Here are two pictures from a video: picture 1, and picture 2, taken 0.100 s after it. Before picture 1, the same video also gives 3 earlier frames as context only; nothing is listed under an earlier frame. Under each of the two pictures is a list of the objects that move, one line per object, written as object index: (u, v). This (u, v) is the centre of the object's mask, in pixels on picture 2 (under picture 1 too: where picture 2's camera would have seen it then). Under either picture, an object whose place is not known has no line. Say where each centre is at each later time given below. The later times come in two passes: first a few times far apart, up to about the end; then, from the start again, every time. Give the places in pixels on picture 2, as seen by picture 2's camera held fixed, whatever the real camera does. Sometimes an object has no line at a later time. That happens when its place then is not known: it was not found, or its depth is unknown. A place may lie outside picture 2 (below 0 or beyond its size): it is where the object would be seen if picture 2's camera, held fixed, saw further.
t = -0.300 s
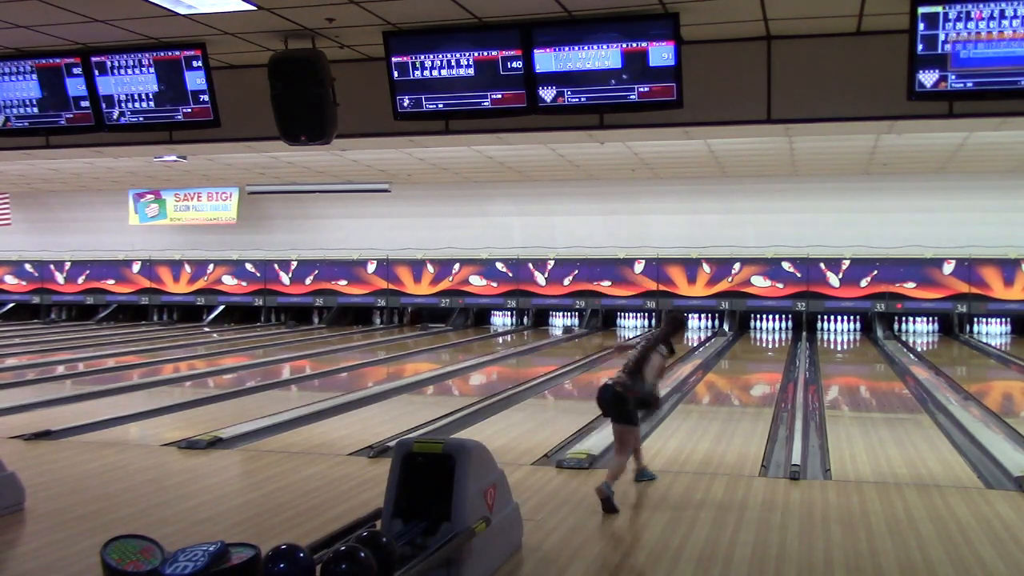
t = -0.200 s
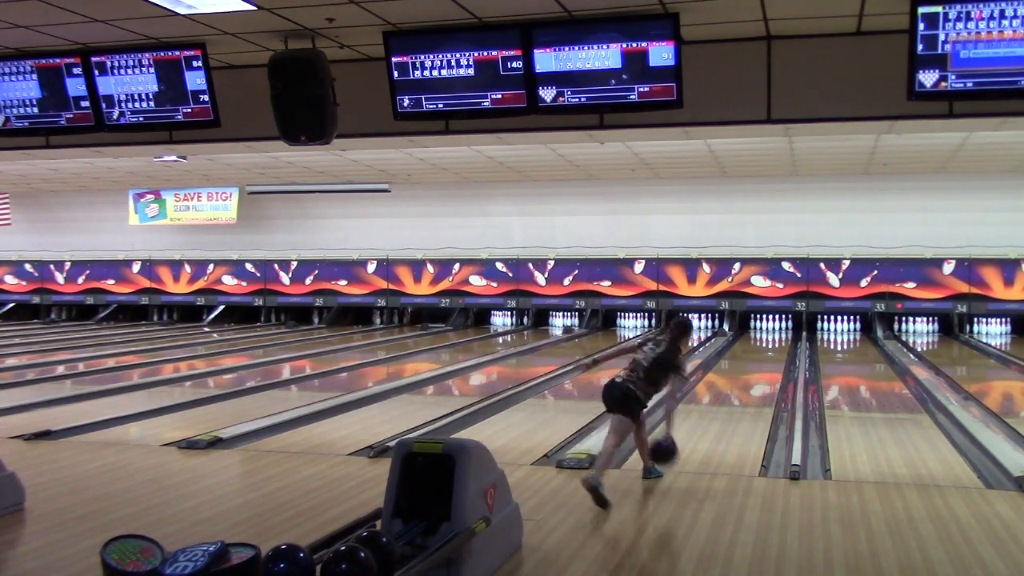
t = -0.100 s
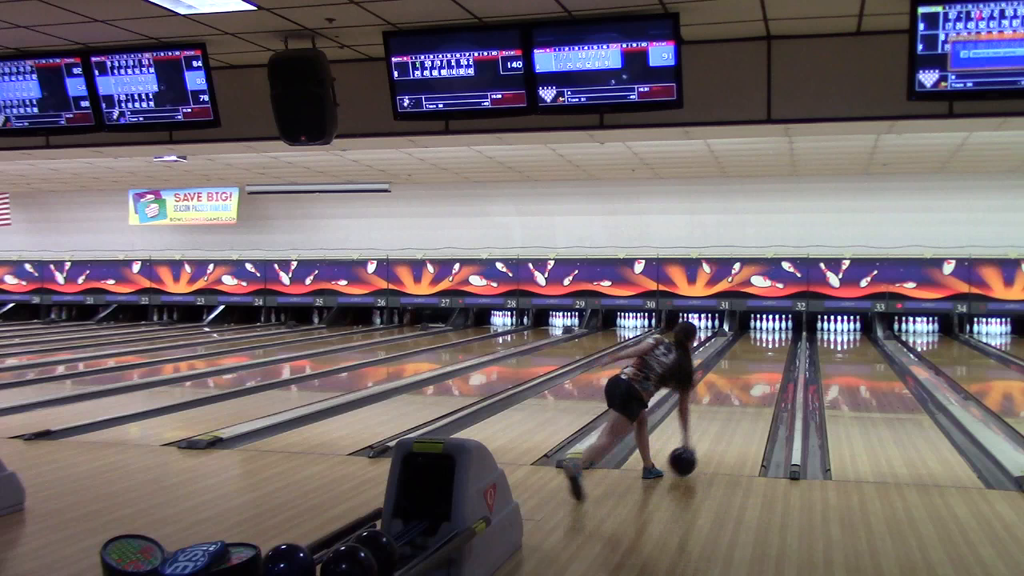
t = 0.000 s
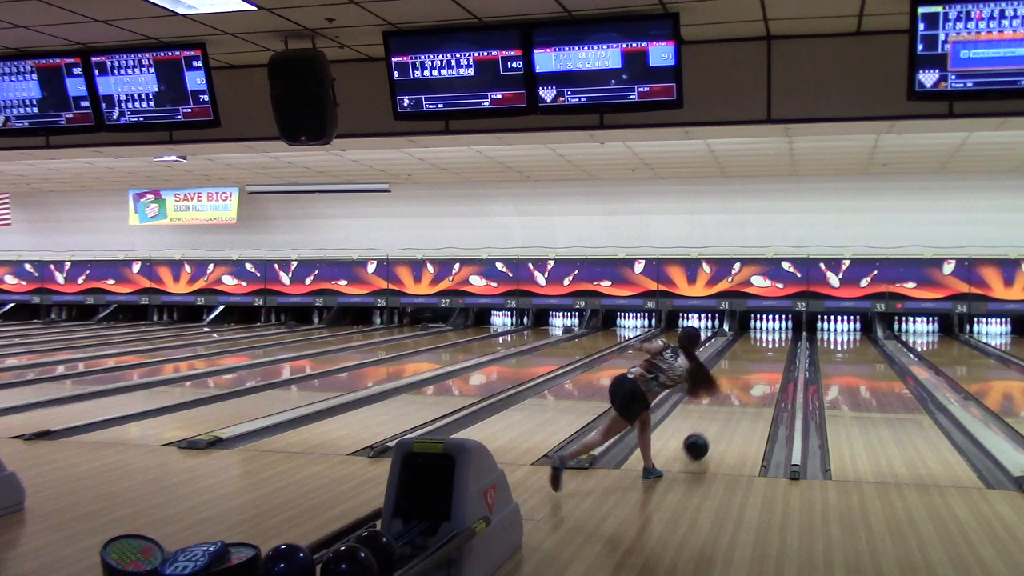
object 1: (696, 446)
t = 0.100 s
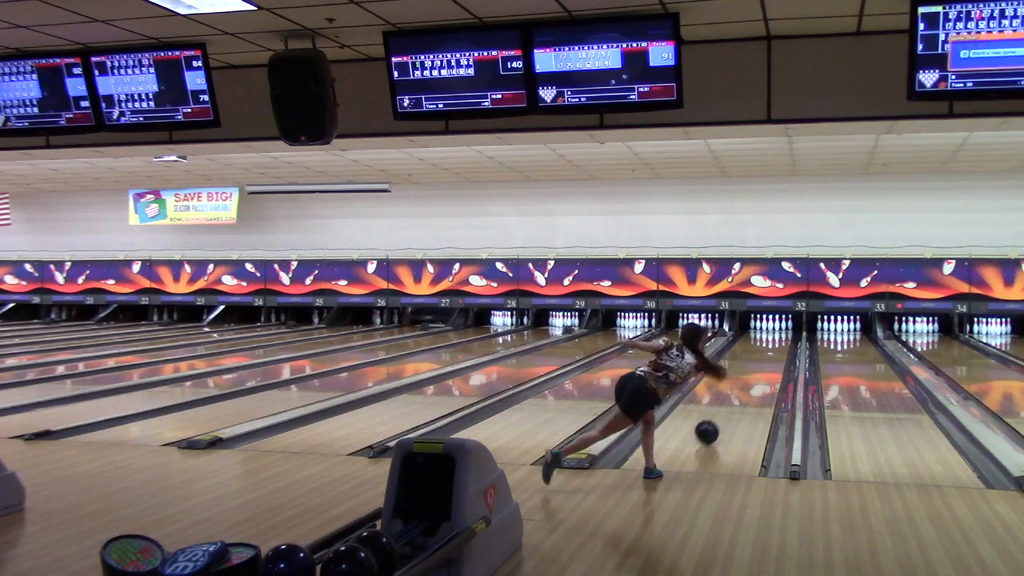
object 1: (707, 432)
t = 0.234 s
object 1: (718, 417)
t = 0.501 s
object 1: (736, 393)
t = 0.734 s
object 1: (747, 378)
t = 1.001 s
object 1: (757, 364)
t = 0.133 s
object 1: (710, 427)
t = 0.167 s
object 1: (713, 423)
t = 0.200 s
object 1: (716, 420)
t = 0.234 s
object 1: (718, 417)
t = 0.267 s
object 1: (721, 413)
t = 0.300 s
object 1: (723, 410)
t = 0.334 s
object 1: (726, 407)
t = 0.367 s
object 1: (728, 404)
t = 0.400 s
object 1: (730, 401)
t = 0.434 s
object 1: (732, 398)
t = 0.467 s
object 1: (734, 395)
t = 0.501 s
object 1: (736, 393)
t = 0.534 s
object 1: (738, 390)
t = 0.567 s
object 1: (740, 388)
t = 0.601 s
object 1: (742, 386)
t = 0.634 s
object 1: (743, 383)
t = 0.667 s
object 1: (745, 381)
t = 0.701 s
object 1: (746, 380)
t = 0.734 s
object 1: (747, 378)
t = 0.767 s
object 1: (749, 376)
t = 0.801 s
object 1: (750, 374)
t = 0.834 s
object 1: (751, 372)
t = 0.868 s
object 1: (752, 371)
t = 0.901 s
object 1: (754, 368)
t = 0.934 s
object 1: (755, 367)
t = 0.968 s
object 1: (756, 366)
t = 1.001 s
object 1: (757, 364)
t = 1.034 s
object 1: (758, 363)
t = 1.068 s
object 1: (759, 361)
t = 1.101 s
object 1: (760, 360)
